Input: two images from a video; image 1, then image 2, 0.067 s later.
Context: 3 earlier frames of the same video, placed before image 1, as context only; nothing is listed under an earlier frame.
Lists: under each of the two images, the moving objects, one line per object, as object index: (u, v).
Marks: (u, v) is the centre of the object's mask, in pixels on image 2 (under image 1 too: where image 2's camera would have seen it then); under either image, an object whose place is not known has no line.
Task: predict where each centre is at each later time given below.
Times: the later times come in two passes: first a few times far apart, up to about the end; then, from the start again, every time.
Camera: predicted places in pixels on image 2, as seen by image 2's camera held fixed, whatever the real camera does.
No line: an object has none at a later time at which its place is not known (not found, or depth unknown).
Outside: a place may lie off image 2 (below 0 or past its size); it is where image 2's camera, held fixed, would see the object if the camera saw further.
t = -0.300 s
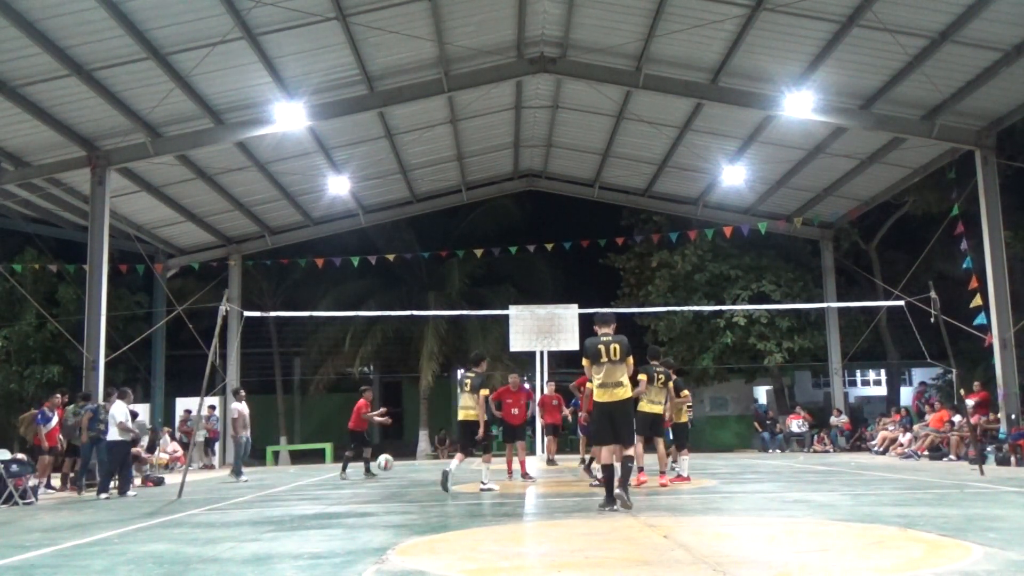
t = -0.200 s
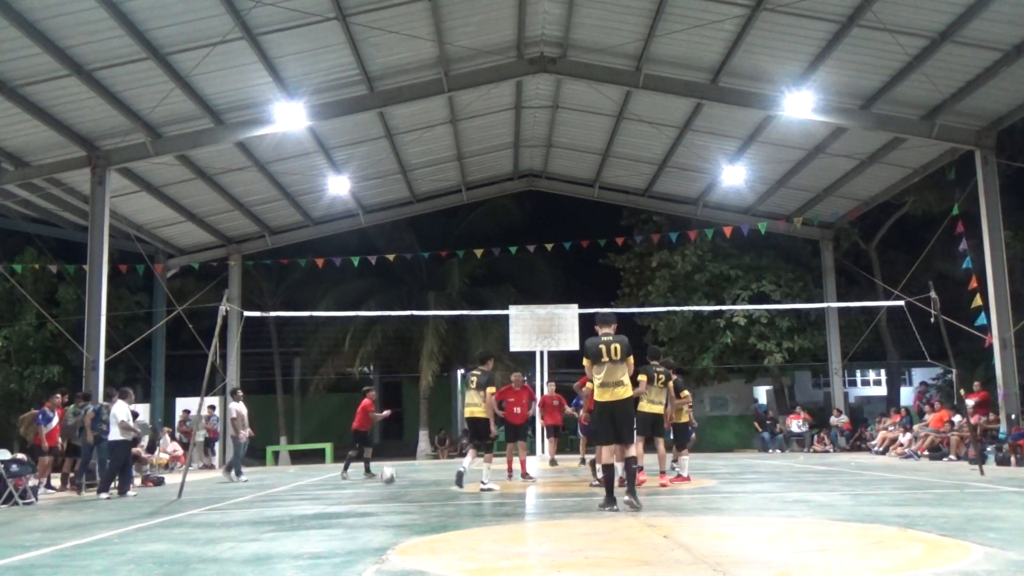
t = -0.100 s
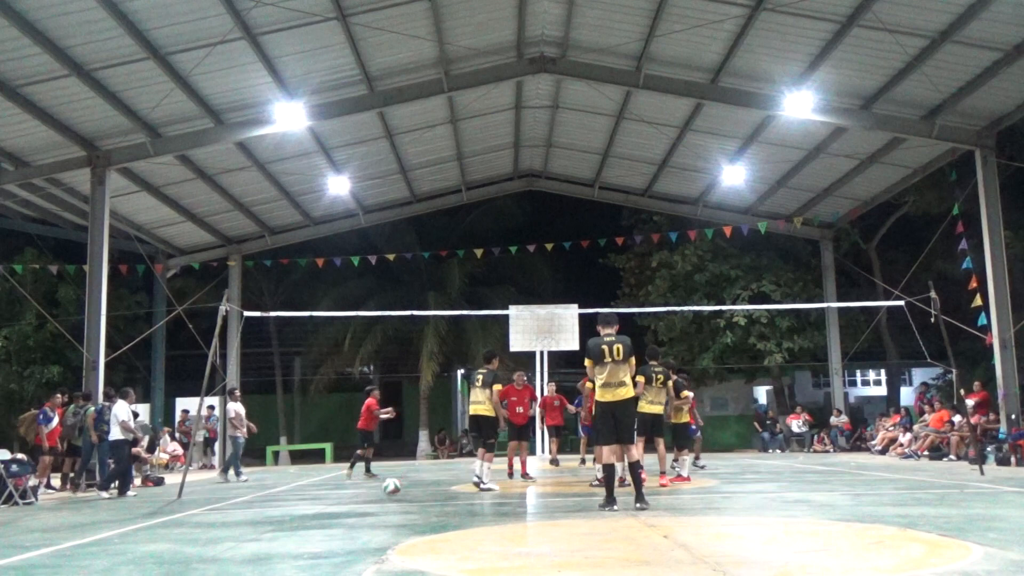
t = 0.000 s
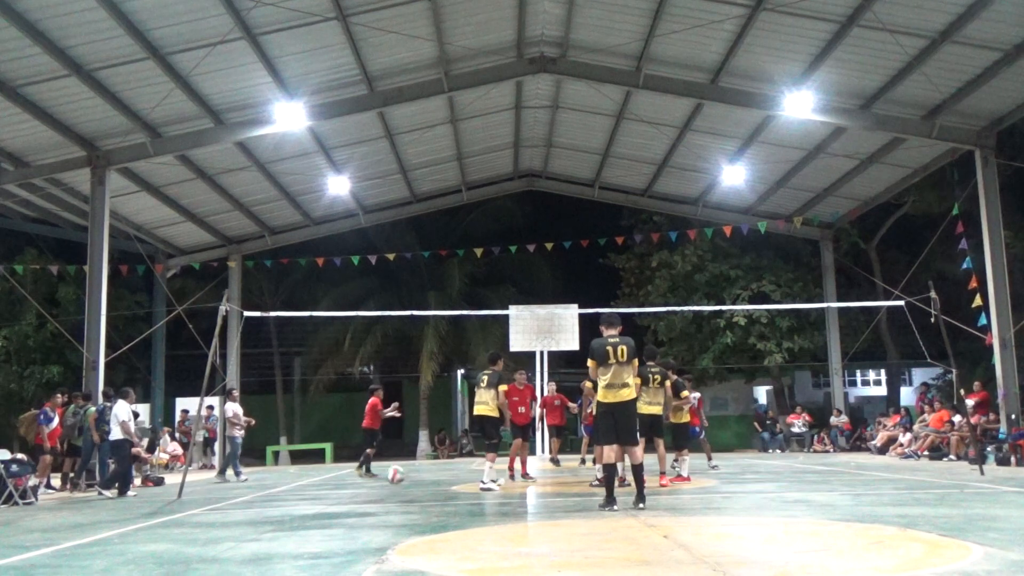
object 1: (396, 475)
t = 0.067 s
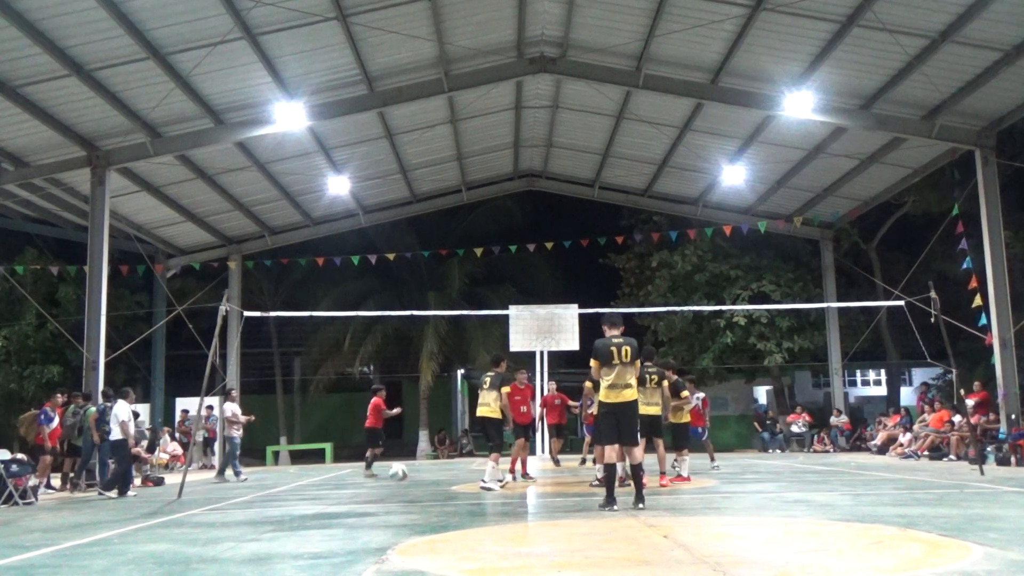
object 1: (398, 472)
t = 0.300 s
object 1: (409, 495)
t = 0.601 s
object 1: (425, 485)
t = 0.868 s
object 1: (440, 494)
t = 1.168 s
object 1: (459, 513)
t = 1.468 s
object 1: (483, 534)
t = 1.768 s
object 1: (518, 555)
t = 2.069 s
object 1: (568, 566)
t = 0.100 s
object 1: (400, 471)
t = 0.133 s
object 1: (401, 473)
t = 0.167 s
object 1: (402, 475)
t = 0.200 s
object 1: (404, 478)
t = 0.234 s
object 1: (406, 483)
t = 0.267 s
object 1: (408, 488)
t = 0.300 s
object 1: (409, 495)
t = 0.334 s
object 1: (411, 497)
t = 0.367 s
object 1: (413, 491)
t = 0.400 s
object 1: (415, 487)
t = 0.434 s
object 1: (416, 484)
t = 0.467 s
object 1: (417, 482)
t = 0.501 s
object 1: (419, 481)
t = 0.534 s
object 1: (421, 481)
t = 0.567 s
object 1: (423, 482)
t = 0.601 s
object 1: (425, 485)
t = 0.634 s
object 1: (427, 490)
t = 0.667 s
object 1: (428, 495)
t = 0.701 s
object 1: (431, 501)
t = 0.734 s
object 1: (433, 510)
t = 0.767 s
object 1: (435, 504)
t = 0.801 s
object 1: (437, 500)
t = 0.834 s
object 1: (438, 496)
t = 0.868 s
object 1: (440, 494)
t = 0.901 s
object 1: (442, 494)
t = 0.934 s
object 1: (444, 494)
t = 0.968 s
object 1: (446, 497)
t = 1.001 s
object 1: (448, 500)
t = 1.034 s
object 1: (450, 506)
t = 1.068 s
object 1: (453, 514)
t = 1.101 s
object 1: (455, 522)
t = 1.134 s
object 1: (457, 517)
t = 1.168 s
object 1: (459, 513)
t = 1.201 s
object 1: (462, 510)
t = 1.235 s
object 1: (464, 508)
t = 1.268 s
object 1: (466, 509)
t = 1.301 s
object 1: (469, 511)
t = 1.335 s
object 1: (471, 514)
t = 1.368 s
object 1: (474, 520)
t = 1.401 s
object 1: (477, 527)
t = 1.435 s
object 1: (481, 537)
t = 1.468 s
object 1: (483, 534)
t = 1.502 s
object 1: (486, 529)
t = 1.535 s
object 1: (489, 527)
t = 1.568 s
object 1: (493, 526)
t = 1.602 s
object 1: (497, 528)
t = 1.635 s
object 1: (501, 531)
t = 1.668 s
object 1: (505, 537)
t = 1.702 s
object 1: (509, 545)
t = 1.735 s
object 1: (513, 556)
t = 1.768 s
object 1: (518, 555)
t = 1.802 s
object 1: (523, 552)
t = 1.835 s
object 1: (527, 550)
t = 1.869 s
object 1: (533, 552)
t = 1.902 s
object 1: (538, 554)
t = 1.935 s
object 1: (543, 558)
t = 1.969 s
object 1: (549, 563)
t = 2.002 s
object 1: (555, 567)
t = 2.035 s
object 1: (561, 566)
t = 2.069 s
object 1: (568, 566)
